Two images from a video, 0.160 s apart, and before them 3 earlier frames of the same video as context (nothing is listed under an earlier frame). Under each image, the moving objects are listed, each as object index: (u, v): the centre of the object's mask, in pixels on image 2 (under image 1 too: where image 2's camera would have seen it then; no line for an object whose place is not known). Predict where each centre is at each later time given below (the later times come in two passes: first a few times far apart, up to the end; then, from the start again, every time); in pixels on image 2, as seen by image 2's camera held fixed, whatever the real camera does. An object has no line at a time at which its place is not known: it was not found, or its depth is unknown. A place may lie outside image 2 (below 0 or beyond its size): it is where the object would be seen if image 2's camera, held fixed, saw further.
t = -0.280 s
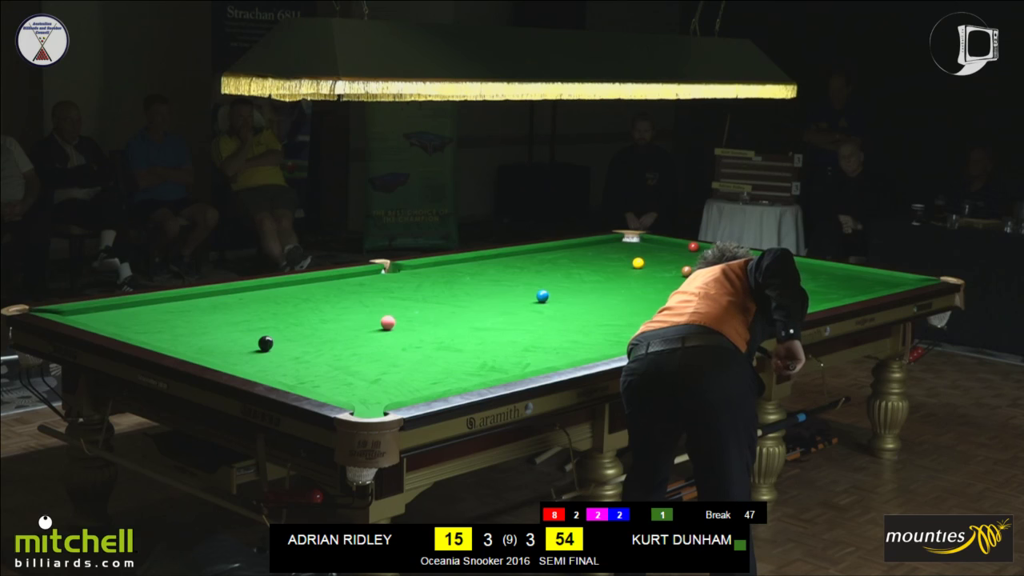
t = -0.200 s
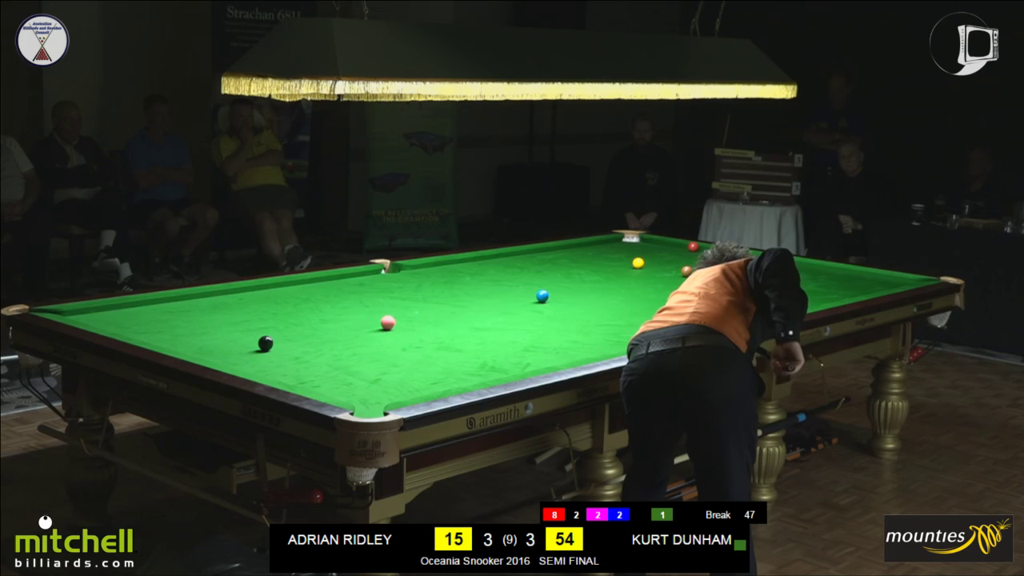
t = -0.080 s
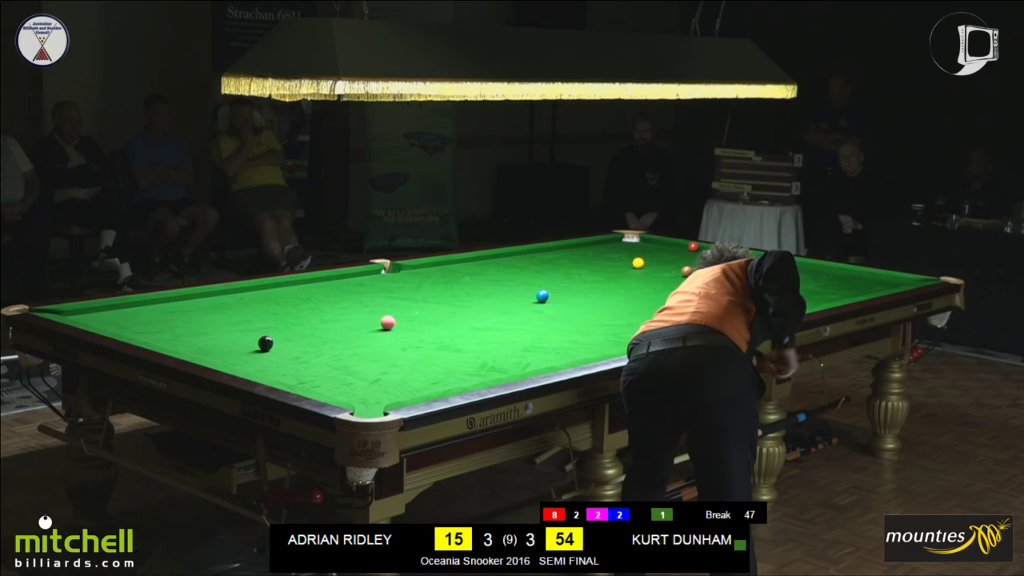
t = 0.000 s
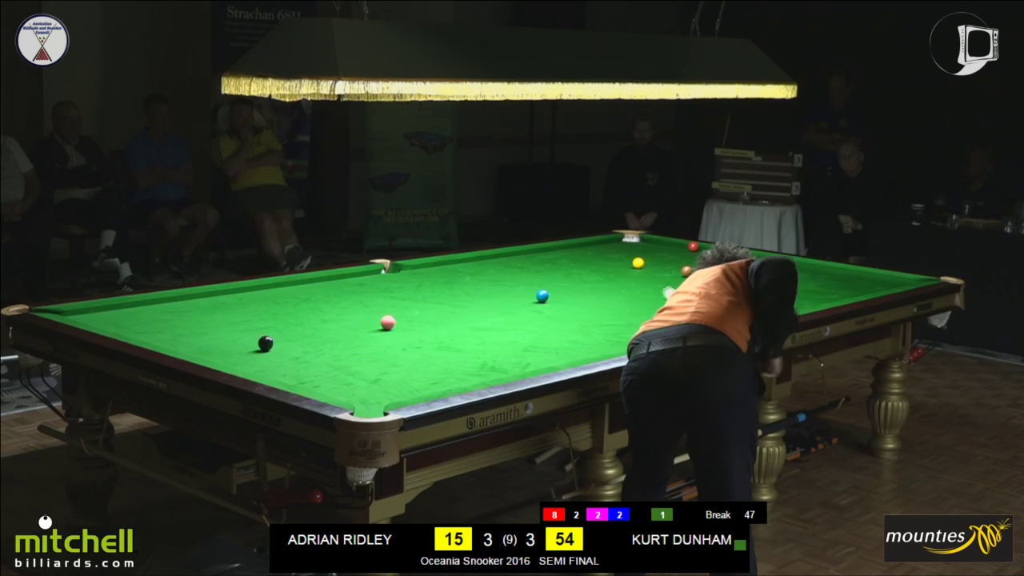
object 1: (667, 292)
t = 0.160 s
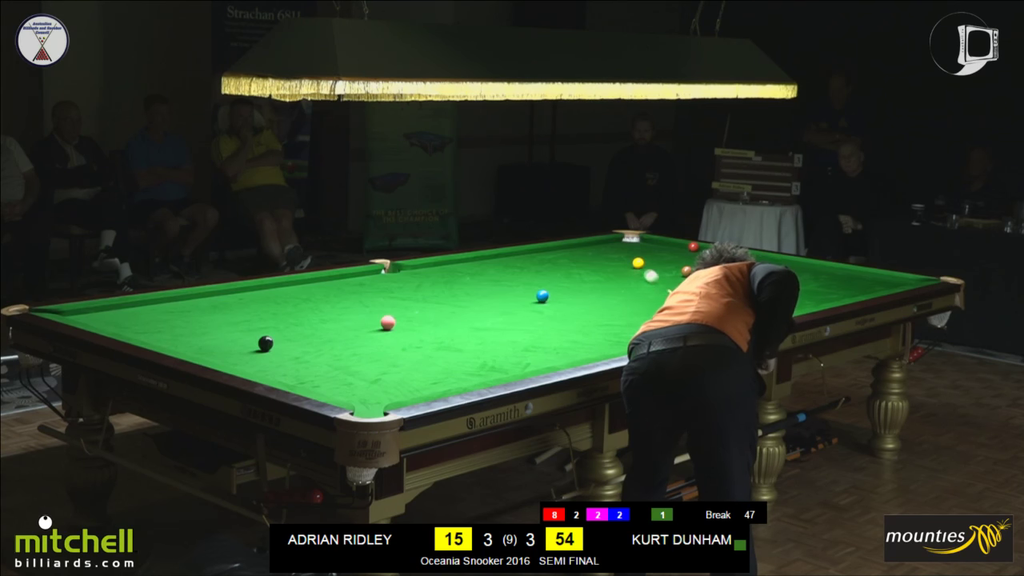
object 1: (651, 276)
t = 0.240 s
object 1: (644, 270)
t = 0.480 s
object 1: (624, 262)
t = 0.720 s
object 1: (606, 257)
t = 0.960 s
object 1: (589, 251)
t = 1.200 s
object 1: (573, 247)
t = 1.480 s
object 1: (580, 246)
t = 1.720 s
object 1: (597, 247)
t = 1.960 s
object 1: (613, 249)
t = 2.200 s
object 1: (629, 251)
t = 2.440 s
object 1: (643, 252)
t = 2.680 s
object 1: (656, 253)
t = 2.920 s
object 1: (668, 254)
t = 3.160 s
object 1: (679, 255)
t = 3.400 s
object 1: (689, 257)
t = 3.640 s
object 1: (698, 258)
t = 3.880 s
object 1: (706, 258)
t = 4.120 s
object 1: (713, 259)
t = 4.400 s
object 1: (719, 260)
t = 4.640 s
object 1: (723, 260)
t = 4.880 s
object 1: (726, 261)
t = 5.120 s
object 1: (728, 261)
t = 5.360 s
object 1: (729, 261)
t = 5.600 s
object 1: (729, 261)
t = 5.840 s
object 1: (729, 261)
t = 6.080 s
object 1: (729, 261)
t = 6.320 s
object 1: (729, 261)
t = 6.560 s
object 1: (729, 261)
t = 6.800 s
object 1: (729, 261)
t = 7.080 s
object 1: (729, 261)
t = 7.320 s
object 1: (729, 261)
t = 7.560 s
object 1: (729, 261)
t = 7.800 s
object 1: (729, 261)
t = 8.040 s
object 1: (729, 261)
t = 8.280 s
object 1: (729, 261)
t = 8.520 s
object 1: (729, 261)
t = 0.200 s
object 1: (647, 272)
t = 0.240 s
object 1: (644, 270)
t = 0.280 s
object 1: (640, 267)
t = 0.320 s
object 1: (636, 265)
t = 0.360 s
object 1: (632, 264)
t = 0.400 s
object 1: (630, 264)
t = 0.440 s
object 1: (626, 263)
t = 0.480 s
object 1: (624, 262)
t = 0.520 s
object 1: (621, 261)
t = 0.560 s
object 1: (618, 260)
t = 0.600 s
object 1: (615, 259)
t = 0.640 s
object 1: (611, 258)
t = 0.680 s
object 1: (609, 258)
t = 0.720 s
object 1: (606, 257)
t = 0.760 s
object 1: (603, 256)
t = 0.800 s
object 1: (600, 255)
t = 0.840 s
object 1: (597, 254)
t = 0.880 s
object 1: (595, 253)
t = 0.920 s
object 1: (592, 252)
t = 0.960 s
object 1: (589, 251)
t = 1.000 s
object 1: (586, 250)
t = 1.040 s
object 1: (584, 250)
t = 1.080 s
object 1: (581, 249)
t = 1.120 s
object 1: (577, 248)
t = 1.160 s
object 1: (576, 248)
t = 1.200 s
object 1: (573, 247)
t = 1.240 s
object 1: (571, 246)
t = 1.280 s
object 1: (569, 246)
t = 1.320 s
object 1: (567, 245)
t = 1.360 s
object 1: (570, 245)
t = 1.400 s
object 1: (574, 246)
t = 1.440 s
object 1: (577, 246)
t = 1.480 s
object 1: (580, 246)
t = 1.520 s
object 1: (583, 246)
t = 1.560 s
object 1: (585, 246)
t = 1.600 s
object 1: (588, 247)
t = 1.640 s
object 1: (591, 247)
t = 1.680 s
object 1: (594, 247)
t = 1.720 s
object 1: (597, 247)
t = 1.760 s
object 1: (600, 248)
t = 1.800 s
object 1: (602, 248)
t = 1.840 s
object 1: (605, 248)
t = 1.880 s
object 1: (608, 248)
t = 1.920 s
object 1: (610, 249)
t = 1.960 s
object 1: (613, 249)
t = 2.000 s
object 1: (616, 249)
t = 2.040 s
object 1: (618, 250)
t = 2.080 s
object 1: (621, 250)
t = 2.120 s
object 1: (624, 250)
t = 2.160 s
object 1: (626, 250)
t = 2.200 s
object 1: (629, 251)
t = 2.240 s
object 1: (631, 251)
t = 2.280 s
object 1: (633, 251)
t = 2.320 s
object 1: (636, 251)
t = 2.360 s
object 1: (638, 251)
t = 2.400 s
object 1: (640, 252)
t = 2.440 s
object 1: (643, 252)
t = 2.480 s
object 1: (645, 252)
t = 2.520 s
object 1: (647, 252)
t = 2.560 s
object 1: (649, 253)
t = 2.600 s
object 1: (652, 253)
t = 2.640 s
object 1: (654, 253)
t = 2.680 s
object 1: (656, 253)
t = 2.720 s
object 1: (658, 253)
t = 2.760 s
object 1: (660, 254)
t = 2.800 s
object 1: (662, 254)
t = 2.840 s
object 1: (664, 254)
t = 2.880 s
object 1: (666, 254)
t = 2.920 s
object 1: (668, 254)
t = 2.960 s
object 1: (670, 254)
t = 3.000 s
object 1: (672, 255)
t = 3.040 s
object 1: (674, 255)
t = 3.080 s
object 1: (675, 255)
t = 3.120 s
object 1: (678, 255)
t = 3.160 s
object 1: (679, 255)
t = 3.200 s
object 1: (681, 256)
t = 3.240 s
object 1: (682, 256)
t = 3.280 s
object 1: (684, 256)
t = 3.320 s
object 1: (686, 256)
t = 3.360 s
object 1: (688, 257)
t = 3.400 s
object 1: (689, 257)
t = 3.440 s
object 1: (691, 257)
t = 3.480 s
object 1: (692, 257)
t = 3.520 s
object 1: (694, 257)
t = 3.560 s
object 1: (696, 257)
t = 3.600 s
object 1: (697, 258)
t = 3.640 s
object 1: (698, 258)
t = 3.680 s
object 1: (700, 258)
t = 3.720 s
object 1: (701, 258)
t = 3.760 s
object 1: (702, 258)
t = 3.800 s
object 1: (704, 258)
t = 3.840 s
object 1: (705, 258)
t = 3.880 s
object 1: (706, 258)
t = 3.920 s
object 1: (708, 258)
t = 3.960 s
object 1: (709, 259)
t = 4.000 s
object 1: (710, 259)
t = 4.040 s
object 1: (711, 259)
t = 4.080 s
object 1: (712, 259)
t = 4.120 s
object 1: (713, 259)
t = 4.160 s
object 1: (714, 259)
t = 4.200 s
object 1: (715, 259)
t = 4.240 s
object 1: (716, 260)
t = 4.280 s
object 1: (717, 260)
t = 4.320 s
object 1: (718, 260)
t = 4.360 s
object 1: (718, 260)
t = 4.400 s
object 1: (719, 260)
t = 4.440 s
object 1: (720, 260)
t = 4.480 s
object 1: (721, 260)
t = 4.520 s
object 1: (721, 260)
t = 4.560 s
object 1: (722, 260)
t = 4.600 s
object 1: (723, 260)
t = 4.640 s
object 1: (723, 260)
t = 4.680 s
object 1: (724, 260)
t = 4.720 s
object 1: (725, 261)
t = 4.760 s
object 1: (725, 261)
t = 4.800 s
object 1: (726, 261)
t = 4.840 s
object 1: (726, 261)
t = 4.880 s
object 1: (726, 261)
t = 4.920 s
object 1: (727, 261)
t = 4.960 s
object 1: (727, 261)
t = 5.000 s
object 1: (728, 261)
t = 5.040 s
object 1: (728, 261)
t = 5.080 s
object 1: (728, 261)
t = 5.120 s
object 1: (728, 261)
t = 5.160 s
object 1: (729, 261)
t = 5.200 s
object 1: (729, 261)
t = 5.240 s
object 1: (729, 261)
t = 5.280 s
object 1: (729, 261)
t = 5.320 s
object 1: (729, 261)
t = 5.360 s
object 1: (729, 261)
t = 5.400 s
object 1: (729, 261)
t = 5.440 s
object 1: (729, 261)
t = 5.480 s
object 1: (729, 261)
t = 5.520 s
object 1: (729, 261)
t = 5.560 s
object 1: (729, 261)
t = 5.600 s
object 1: (729, 261)
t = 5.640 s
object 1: (729, 261)
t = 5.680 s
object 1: (729, 261)
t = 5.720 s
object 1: (729, 261)
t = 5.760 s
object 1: (729, 261)
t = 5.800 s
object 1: (729, 261)
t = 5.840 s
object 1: (729, 261)
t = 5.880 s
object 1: (729, 261)
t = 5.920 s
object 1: (729, 261)
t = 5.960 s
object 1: (729, 261)
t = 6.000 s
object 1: (729, 261)
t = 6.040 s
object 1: (729, 261)
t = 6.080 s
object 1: (729, 261)
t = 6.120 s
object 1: (729, 261)
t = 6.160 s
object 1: (729, 261)
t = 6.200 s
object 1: (729, 261)
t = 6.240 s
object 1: (729, 261)
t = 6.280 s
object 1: (729, 261)
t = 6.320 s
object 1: (729, 261)
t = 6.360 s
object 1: (729, 261)
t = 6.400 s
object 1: (729, 261)
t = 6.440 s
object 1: (729, 261)
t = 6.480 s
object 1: (729, 261)
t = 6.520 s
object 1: (729, 261)
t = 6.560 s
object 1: (729, 261)
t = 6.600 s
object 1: (729, 261)
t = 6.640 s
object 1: (729, 261)
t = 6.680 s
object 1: (729, 261)
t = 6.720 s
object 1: (729, 261)
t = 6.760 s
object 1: (729, 261)
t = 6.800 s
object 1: (729, 261)
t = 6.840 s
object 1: (729, 261)
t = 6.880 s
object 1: (729, 261)
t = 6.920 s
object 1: (729, 261)
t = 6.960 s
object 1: (729, 261)
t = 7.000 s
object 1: (729, 261)
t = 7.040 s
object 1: (729, 261)
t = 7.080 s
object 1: (729, 261)
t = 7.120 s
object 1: (729, 261)
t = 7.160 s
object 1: (729, 261)
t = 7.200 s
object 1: (729, 261)
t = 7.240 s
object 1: (729, 261)
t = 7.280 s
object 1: (729, 261)
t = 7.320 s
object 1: (729, 261)
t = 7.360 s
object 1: (729, 261)
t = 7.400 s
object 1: (729, 261)
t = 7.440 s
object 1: (729, 261)
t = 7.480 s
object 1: (729, 261)
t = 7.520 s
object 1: (729, 261)
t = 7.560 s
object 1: (729, 261)
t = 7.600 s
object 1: (729, 261)
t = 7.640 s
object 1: (729, 261)
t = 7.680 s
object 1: (729, 261)
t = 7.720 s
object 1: (729, 261)
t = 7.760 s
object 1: (729, 261)
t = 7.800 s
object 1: (729, 261)
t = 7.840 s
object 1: (729, 261)
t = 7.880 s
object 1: (729, 261)
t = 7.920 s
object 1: (729, 261)
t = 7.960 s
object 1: (729, 261)
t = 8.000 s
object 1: (729, 261)
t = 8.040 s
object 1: (729, 261)
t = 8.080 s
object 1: (729, 261)
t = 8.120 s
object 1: (729, 261)
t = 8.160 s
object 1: (729, 261)
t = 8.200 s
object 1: (729, 261)
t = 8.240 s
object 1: (729, 261)
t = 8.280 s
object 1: (729, 261)
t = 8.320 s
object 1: (729, 261)
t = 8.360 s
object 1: (729, 261)
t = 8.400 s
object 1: (729, 261)
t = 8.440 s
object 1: (729, 261)
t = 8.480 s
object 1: (729, 261)
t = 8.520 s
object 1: (729, 261)
